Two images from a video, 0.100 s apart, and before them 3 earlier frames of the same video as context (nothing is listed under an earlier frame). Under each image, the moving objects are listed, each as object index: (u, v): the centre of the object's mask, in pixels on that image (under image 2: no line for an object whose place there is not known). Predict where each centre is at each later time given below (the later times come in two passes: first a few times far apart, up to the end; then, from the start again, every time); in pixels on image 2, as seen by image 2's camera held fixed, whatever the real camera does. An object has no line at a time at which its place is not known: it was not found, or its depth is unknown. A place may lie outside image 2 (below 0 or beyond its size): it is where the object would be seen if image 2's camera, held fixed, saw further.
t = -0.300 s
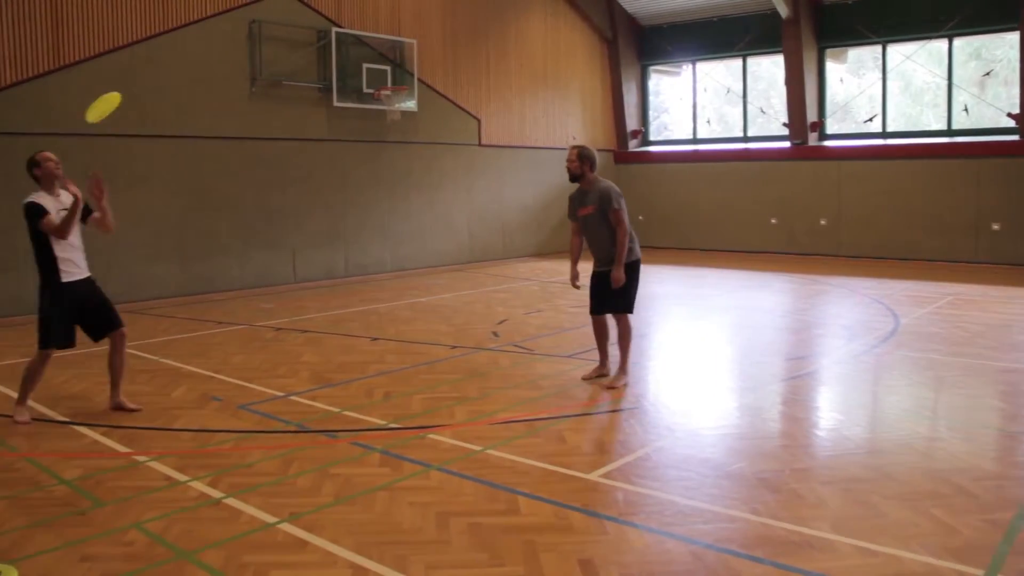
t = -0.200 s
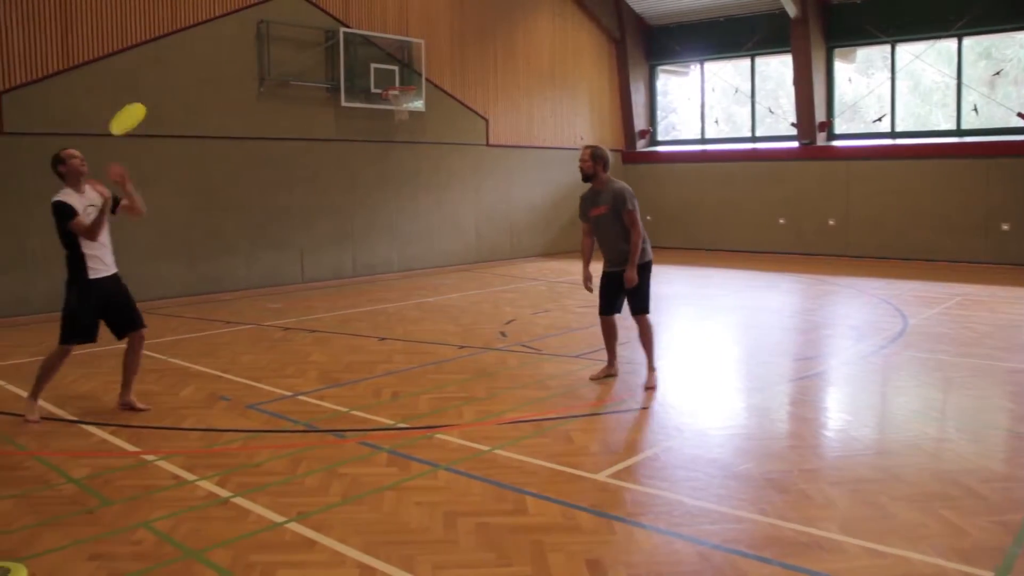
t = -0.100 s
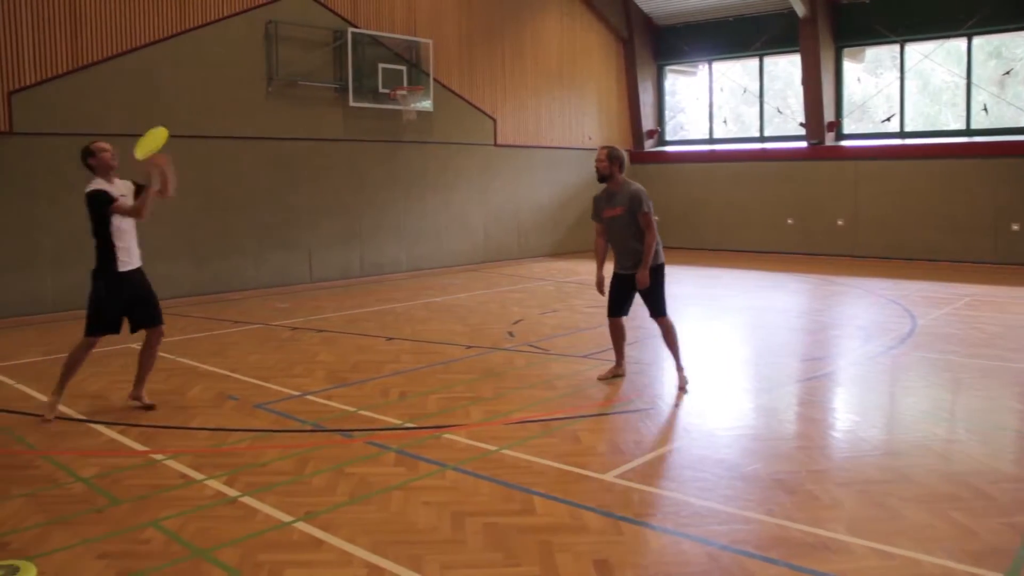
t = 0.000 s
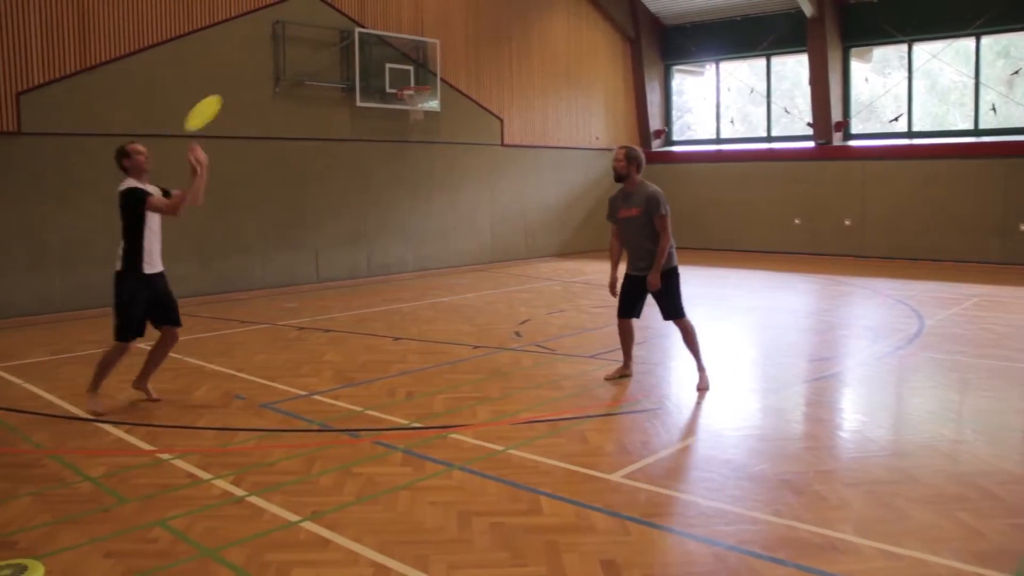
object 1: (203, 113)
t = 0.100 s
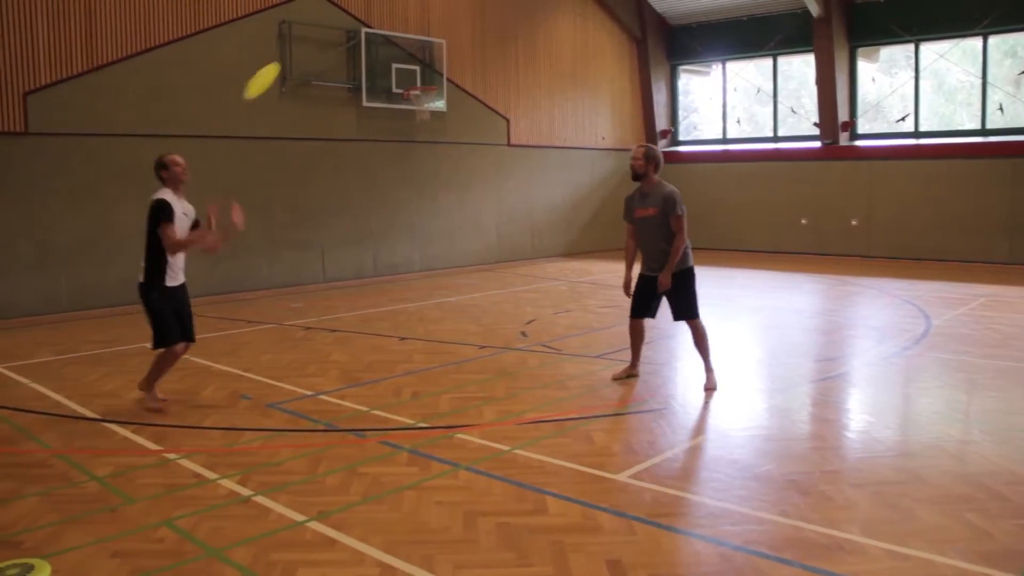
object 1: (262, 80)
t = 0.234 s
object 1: (329, 52)
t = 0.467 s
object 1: (443, 46)
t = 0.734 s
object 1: (558, 127)
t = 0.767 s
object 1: (569, 147)
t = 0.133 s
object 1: (279, 72)
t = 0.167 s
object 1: (295, 64)
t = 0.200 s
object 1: (312, 58)
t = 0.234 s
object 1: (329, 52)
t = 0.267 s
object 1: (346, 48)
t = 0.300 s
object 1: (363, 44)
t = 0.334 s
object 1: (379, 42)
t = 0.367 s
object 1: (395, 41)
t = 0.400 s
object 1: (412, 41)
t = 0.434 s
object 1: (428, 43)
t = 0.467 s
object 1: (443, 46)
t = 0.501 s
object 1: (459, 50)
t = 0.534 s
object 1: (475, 56)
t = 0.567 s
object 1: (490, 64)
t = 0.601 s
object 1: (504, 73)
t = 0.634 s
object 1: (519, 83)
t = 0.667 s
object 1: (532, 96)
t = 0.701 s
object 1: (546, 110)
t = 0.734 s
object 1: (558, 127)
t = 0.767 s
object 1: (569, 147)
